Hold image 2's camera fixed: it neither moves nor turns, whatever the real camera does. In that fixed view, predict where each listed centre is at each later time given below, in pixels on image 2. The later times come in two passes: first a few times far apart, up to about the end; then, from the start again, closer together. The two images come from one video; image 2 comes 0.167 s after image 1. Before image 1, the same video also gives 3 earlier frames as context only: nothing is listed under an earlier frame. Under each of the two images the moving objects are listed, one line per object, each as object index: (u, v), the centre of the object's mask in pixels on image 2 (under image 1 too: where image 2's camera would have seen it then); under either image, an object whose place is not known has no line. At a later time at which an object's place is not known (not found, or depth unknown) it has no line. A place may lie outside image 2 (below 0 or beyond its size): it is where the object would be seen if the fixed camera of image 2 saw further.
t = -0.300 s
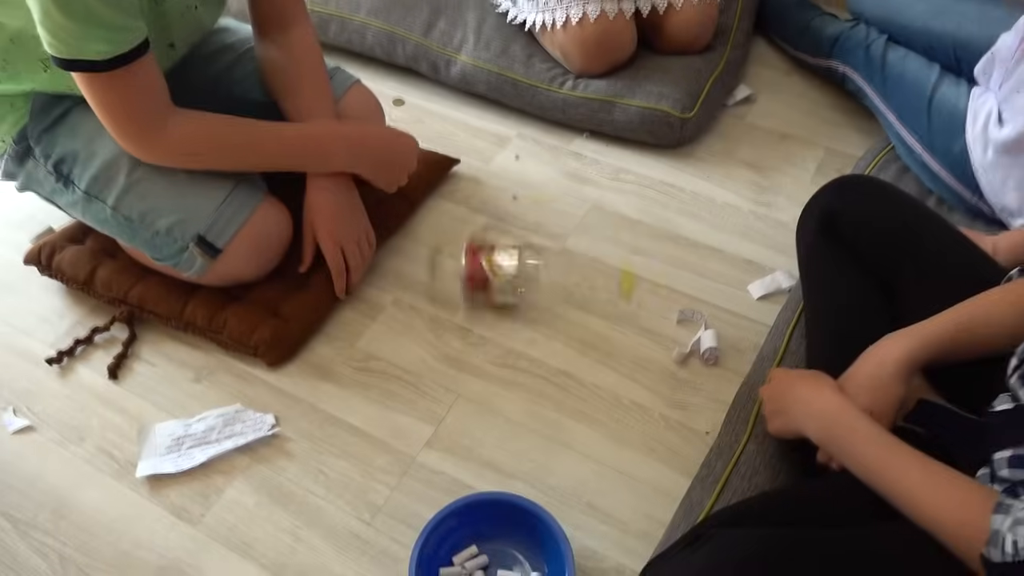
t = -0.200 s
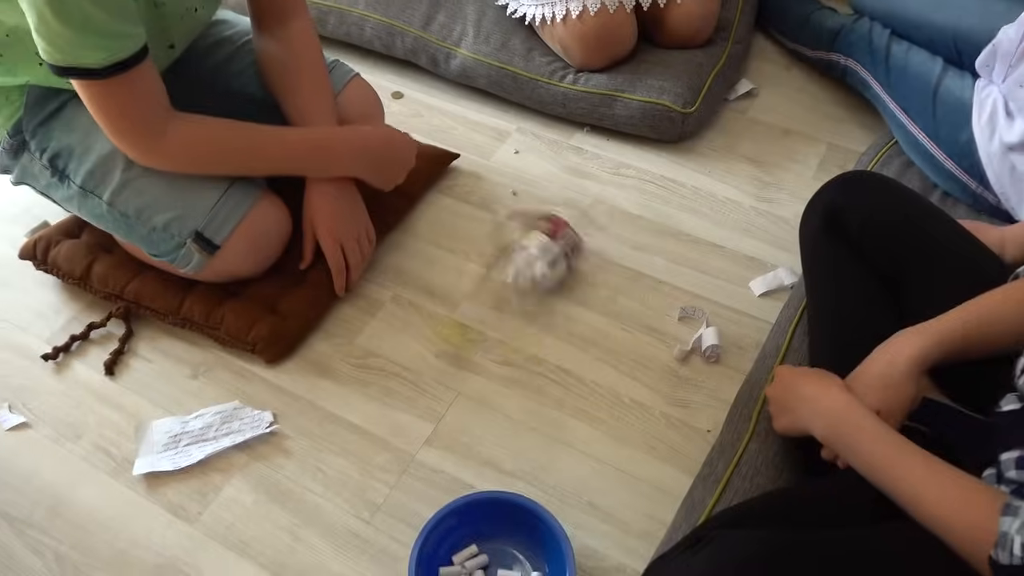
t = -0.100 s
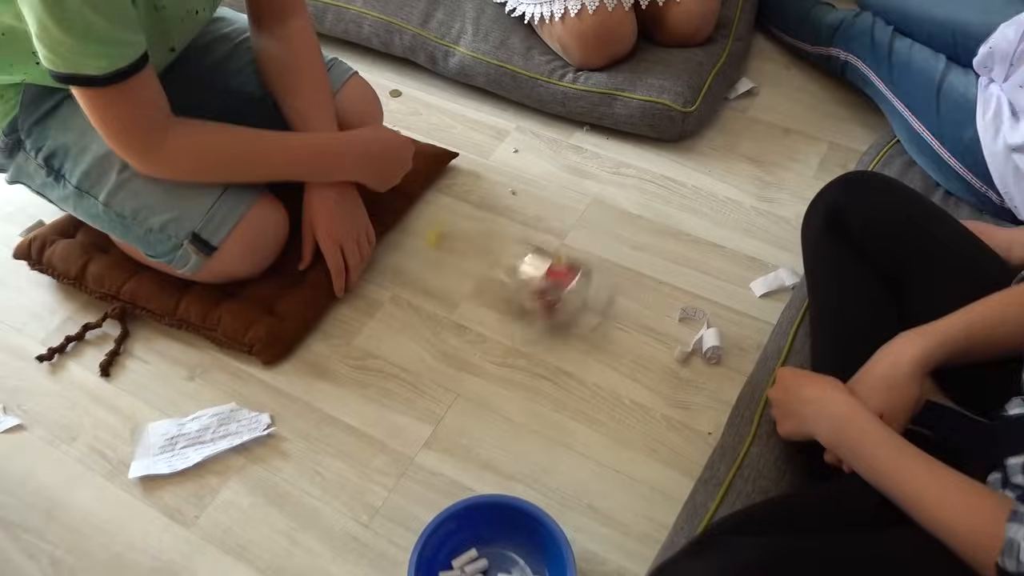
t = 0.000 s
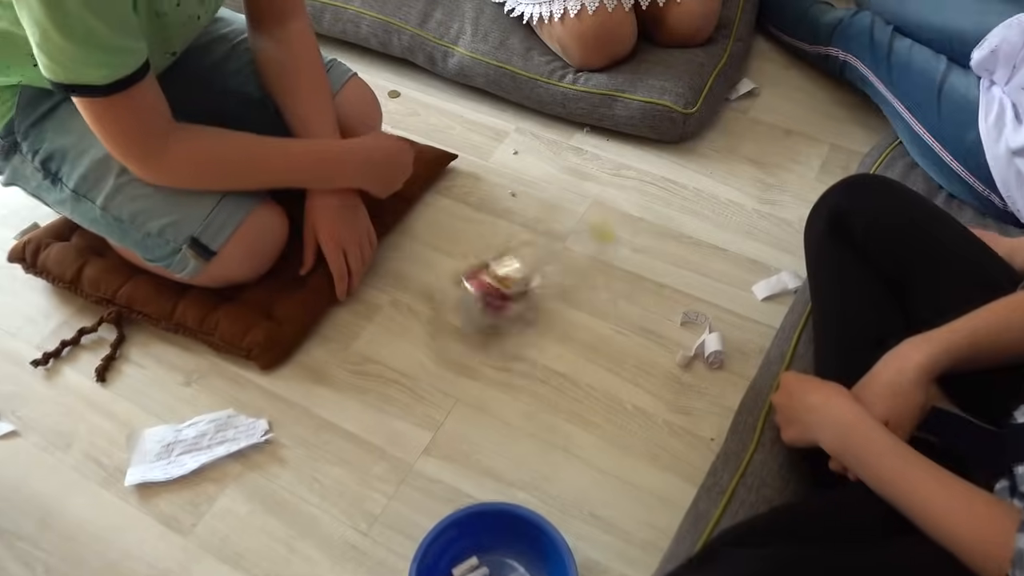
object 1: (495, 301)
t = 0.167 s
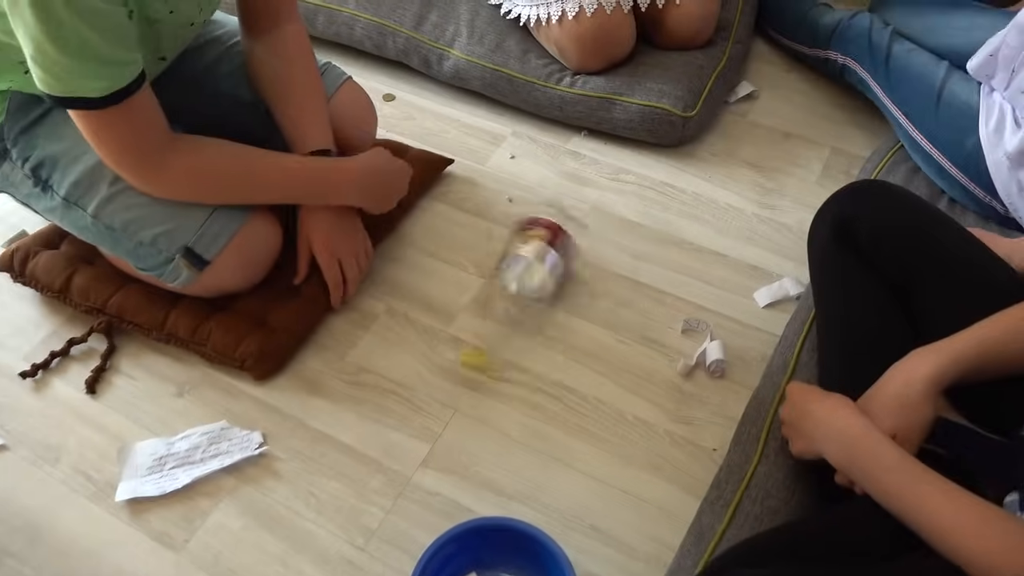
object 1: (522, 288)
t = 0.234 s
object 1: (564, 276)
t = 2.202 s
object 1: (491, 259)
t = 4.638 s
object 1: (487, 296)
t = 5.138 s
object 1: (490, 297)
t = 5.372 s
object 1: (476, 287)
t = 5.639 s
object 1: (482, 288)
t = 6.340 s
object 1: (472, 290)
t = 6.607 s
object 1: (470, 298)
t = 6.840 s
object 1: (456, 300)
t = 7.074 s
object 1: (456, 293)
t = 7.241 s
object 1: (467, 294)
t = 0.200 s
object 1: (556, 268)
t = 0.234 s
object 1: (564, 276)
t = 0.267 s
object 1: (567, 294)
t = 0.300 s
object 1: (546, 301)
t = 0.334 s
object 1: (523, 294)
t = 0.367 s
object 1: (520, 281)
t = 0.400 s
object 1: (494, 303)
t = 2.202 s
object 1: (491, 259)
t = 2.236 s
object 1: (498, 255)
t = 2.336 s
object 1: (515, 282)
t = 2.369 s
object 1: (515, 280)
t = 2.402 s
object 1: (523, 270)
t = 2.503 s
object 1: (515, 277)
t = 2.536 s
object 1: (521, 281)
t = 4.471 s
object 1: (501, 285)
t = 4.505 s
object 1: (499, 285)
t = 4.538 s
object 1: (497, 296)
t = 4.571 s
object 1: (494, 298)
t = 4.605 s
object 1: (489, 303)
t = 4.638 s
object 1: (487, 296)
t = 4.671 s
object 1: (485, 296)
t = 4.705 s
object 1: (481, 296)
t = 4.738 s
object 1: (482, 293)
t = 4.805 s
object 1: (484, 285)
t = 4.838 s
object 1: (487, 281)
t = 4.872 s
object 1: (491, 282)
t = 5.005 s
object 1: (496, 288)
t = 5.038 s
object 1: (496, 292)
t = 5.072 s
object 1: (496, 295)
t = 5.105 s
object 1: (493, 296)
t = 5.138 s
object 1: (490, 297)
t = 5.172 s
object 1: (487, 289)
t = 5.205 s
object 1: (485, 288)
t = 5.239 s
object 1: (481, 292)
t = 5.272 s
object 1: (479, 289)
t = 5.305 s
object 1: (478, 288)
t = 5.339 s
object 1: (480, 284)
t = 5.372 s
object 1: (476, 287)
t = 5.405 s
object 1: (478, 285)
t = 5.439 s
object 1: (480, 285)
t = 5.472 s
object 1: (478, 284)
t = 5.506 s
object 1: (477, 283)
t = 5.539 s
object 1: (484, 285)
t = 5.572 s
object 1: (485, 288)
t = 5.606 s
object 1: (486, 288)
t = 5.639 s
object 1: (482, 288)
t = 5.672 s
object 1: (479, 287)
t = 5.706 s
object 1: (486, 294)
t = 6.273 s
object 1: (436, 287)
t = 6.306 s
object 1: (446, 284)
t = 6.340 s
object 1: (472, 290)
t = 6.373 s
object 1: (473, 290)
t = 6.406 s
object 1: (472, 290)
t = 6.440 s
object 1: (477, 293)
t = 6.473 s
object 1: (473, 290)
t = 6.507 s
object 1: (476, 301)
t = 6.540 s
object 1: (473, 300)
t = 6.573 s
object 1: (471, 297)
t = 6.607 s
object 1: (470, 298)
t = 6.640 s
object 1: (469, 300)
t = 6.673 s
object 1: (467, 304)
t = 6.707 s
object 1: (463, 301)
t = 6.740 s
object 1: (462, 291)
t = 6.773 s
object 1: (461, 290)
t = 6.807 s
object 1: (459, 296)
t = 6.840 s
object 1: (456, 300)
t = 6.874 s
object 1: (453, 303)
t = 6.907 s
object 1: (451, 301)
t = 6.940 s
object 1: (455, 294)
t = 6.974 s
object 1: (453, 294)
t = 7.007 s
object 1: (454, 293)
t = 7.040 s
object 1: (453, 293)
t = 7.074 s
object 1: (456, 293)
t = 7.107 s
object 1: (457, 292)
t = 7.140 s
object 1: (463, 292)
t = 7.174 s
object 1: (465, 293)
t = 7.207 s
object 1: (464, 294)
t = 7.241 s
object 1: (467, 294)
